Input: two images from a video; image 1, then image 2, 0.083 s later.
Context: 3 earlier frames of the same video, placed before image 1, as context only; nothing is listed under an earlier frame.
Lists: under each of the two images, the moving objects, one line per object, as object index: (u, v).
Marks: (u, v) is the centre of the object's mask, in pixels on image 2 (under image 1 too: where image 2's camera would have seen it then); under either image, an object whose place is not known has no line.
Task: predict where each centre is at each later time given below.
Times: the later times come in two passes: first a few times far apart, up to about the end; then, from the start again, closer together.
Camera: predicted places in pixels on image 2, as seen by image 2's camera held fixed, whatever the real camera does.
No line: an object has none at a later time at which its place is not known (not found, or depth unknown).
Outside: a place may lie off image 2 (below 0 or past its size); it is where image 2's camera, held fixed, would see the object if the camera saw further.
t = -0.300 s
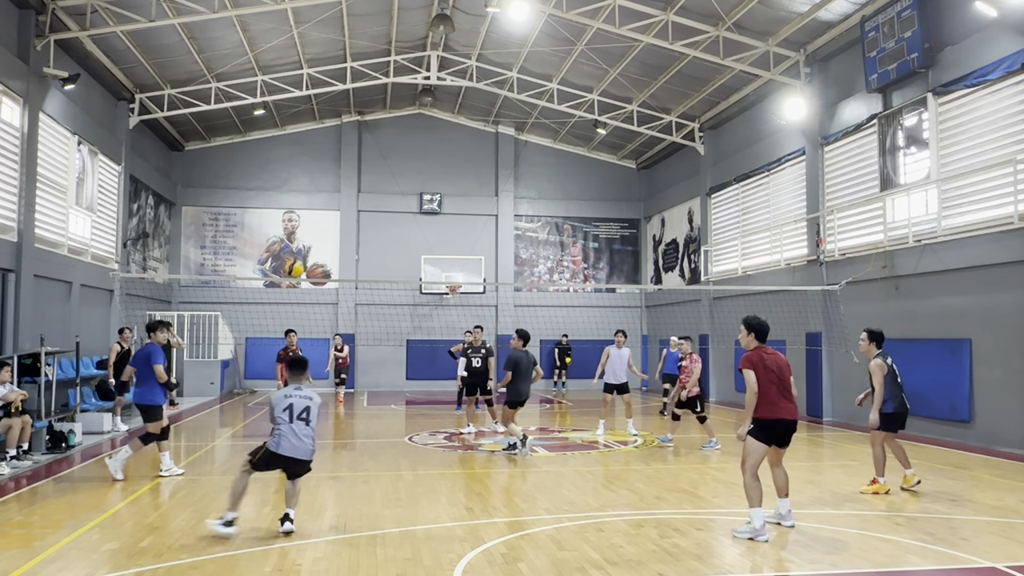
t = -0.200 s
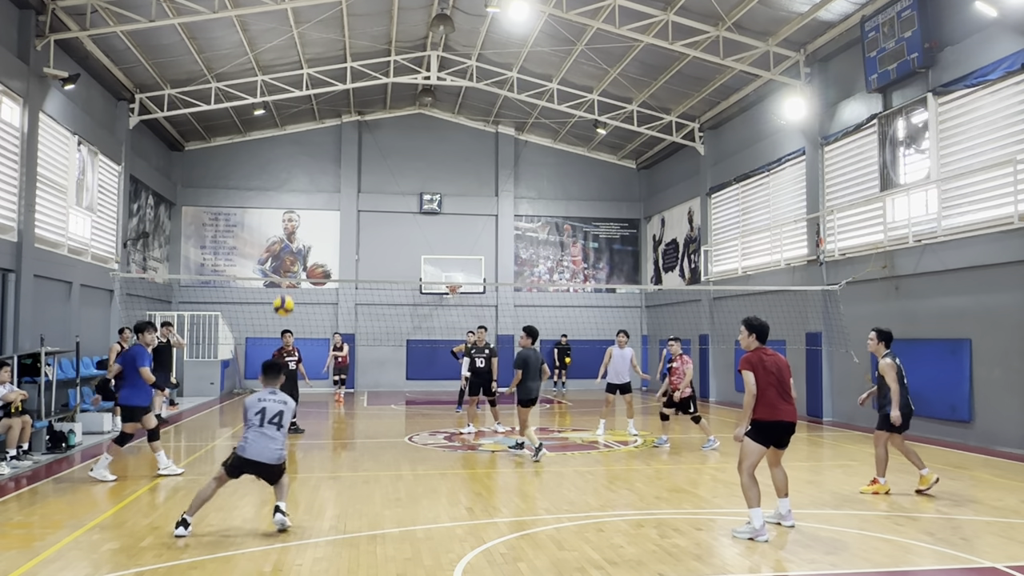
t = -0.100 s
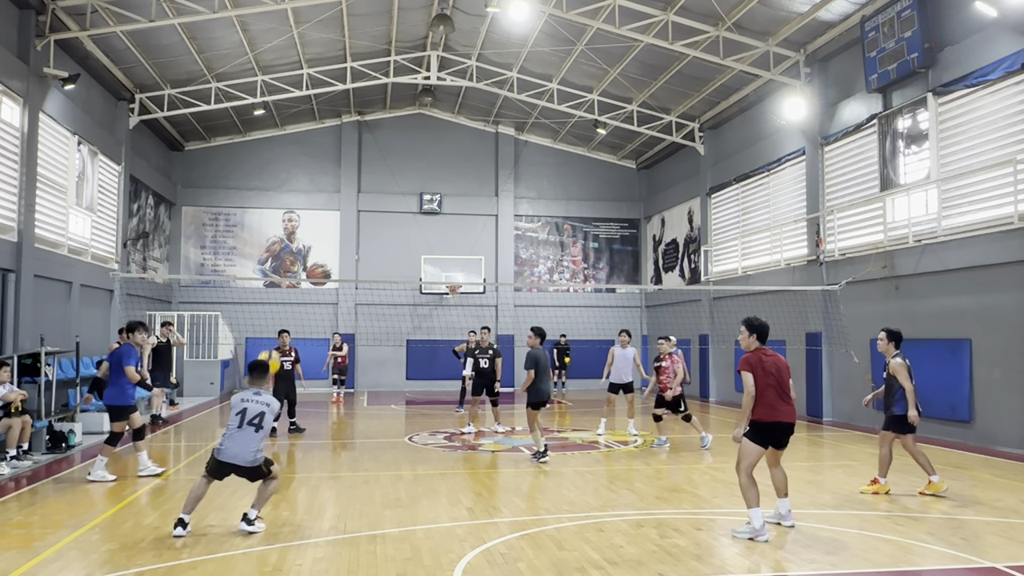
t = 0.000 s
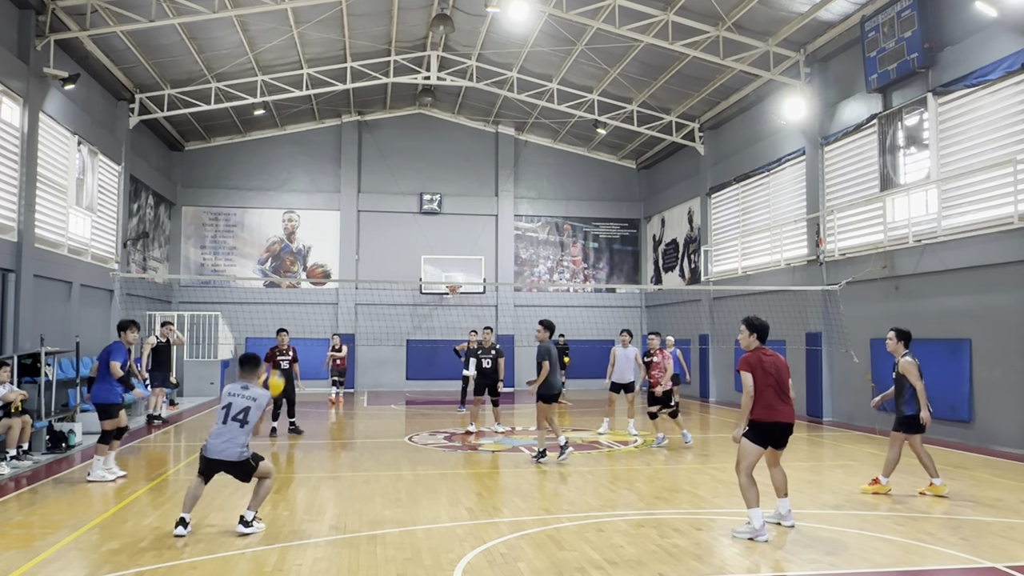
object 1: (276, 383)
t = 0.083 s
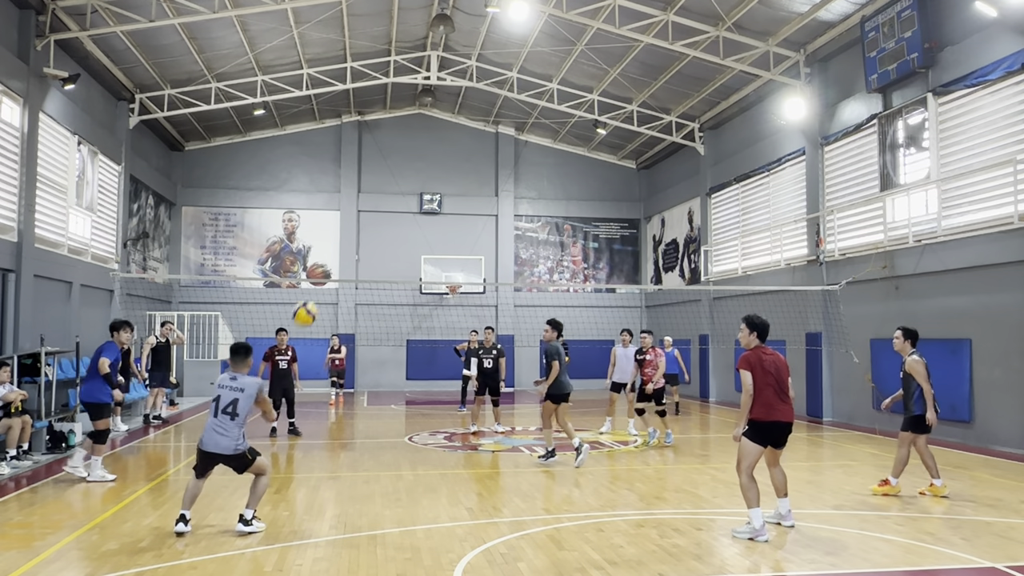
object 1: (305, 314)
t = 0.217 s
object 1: (353, 226)
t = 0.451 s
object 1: (424, 134)
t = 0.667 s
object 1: (482, 103)
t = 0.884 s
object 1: (533, 113)
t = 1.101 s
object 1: (578, 160)
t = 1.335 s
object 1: (622, 246)
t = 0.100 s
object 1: (311, 301)
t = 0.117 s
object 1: (317, 289)
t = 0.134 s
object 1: (322, 276)
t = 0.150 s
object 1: (329, 267)
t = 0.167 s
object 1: (336, 255)
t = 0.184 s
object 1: (341, 244)
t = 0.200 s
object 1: (347, 235)
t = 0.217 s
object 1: (353, 226)
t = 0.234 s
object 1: (358, 217)
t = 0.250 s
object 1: (364, 208)
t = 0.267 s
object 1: (369, 199)
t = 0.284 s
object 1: (375, 192)
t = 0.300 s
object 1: (380, 184)
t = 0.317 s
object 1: (385, 177)
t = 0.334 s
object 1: (390, 170)
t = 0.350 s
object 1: (395, 165)
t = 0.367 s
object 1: (400, 159)
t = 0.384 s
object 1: (405, 152)
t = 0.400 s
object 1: (410, 147)
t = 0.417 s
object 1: (415, 142)
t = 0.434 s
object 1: (420, 138)
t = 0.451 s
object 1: (424, 134)
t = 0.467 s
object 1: (429, 129)
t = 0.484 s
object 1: (434, 125)
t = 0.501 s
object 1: (439, 122)
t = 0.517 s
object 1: (443, 119)
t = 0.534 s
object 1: (447, 116)
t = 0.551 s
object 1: (452, 113)
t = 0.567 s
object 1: (456, 111)
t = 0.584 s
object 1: (461, 109)
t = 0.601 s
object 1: (465, 107)
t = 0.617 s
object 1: (469, 105)
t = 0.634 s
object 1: (473, 104)
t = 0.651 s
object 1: (478, 103)
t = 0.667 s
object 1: (482, 103)
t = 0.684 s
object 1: (486, 102)
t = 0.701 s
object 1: (490, 101)
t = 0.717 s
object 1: (494, 101)
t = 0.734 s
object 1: (498, 102)
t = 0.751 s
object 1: (502, 102)
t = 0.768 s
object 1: (506, 103)
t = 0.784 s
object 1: (510, 104)
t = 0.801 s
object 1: (513, 104)
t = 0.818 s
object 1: (517, 105)
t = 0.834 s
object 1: (521, 108)
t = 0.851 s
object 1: (525, 109)
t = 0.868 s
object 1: (529, 111)
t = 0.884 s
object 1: (533, 113)
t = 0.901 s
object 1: (536, 115)
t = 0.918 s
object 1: (540, 118)
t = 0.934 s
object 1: (544, 122)
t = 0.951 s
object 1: (547, 124)
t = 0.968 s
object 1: (551, 128)
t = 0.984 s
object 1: (554, 131)
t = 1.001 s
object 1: (558, 134)
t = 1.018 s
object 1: (561, 138)
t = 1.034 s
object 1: (565, 142)
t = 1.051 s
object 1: (568, 147)
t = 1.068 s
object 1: (572, 151)
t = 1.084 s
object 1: (575, 156)
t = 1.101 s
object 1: (578, 160)
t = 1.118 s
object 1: (581, 165)
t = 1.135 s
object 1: (585, 171)
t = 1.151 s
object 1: (588, 176)
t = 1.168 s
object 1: (591, 181)
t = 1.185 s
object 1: (594, 187)
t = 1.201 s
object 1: (598, 193)
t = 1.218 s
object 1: (601, 198)
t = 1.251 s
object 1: (607, 212)
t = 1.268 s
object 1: (610, 218)
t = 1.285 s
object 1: (613, 224)
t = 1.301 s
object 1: (616, 231)
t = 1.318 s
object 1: (619, 238)
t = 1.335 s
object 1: (622, 246)
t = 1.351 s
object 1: (625, 253)
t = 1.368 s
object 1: (628, 260)
